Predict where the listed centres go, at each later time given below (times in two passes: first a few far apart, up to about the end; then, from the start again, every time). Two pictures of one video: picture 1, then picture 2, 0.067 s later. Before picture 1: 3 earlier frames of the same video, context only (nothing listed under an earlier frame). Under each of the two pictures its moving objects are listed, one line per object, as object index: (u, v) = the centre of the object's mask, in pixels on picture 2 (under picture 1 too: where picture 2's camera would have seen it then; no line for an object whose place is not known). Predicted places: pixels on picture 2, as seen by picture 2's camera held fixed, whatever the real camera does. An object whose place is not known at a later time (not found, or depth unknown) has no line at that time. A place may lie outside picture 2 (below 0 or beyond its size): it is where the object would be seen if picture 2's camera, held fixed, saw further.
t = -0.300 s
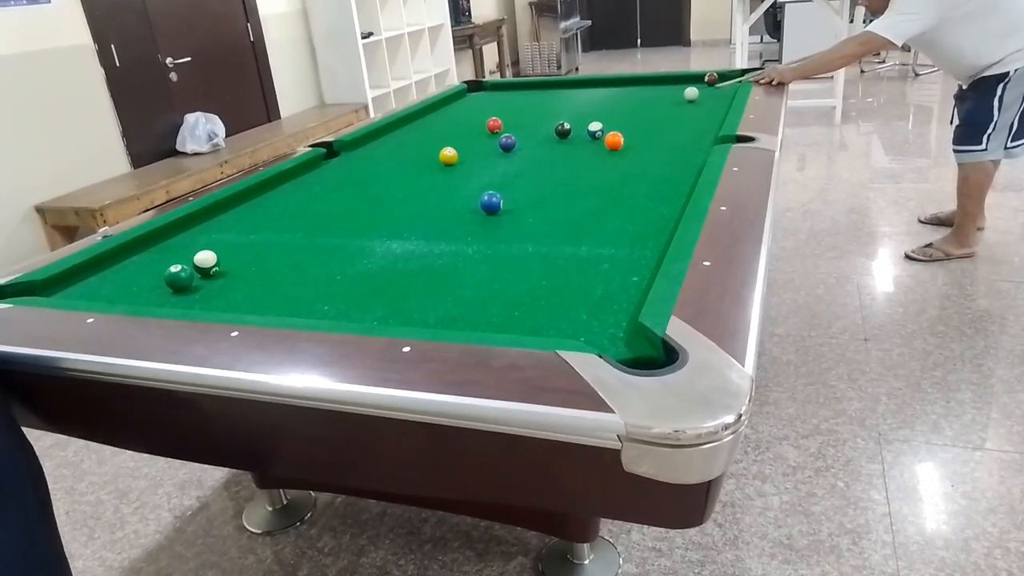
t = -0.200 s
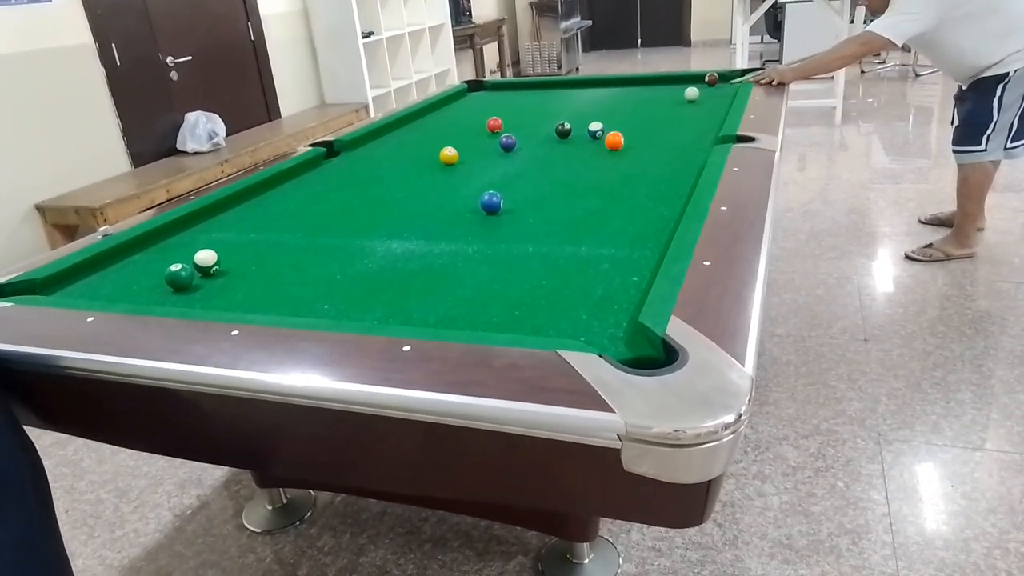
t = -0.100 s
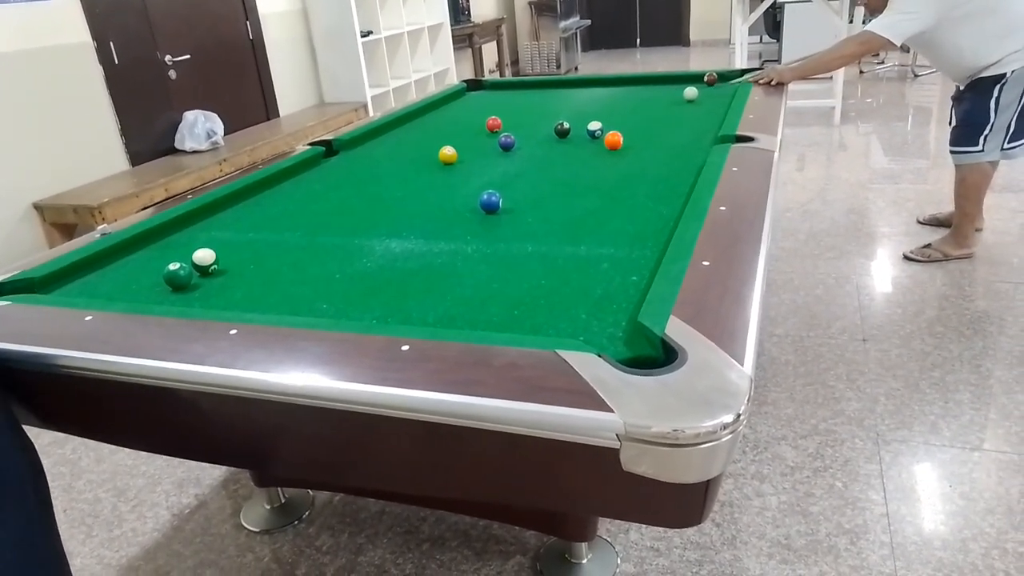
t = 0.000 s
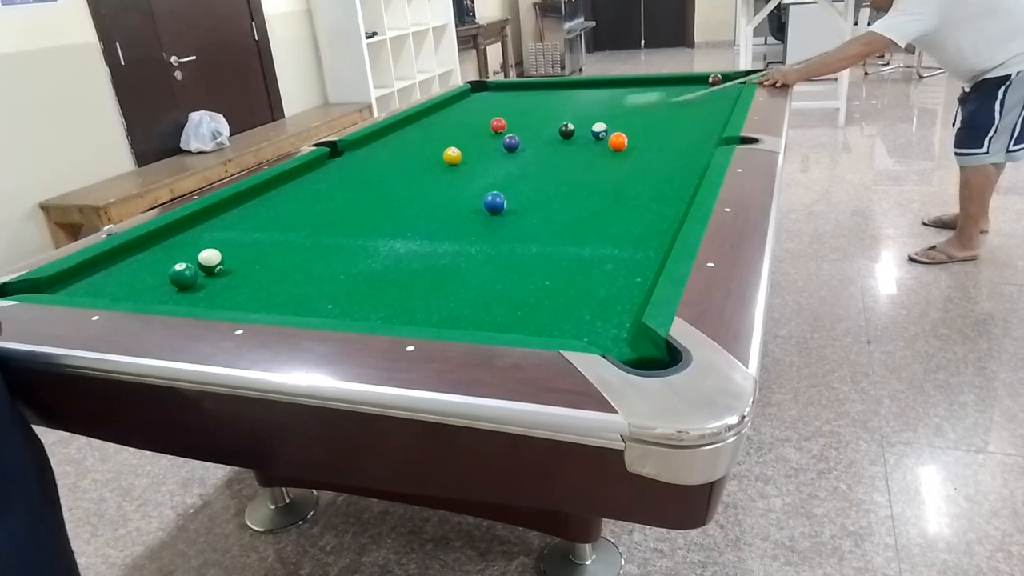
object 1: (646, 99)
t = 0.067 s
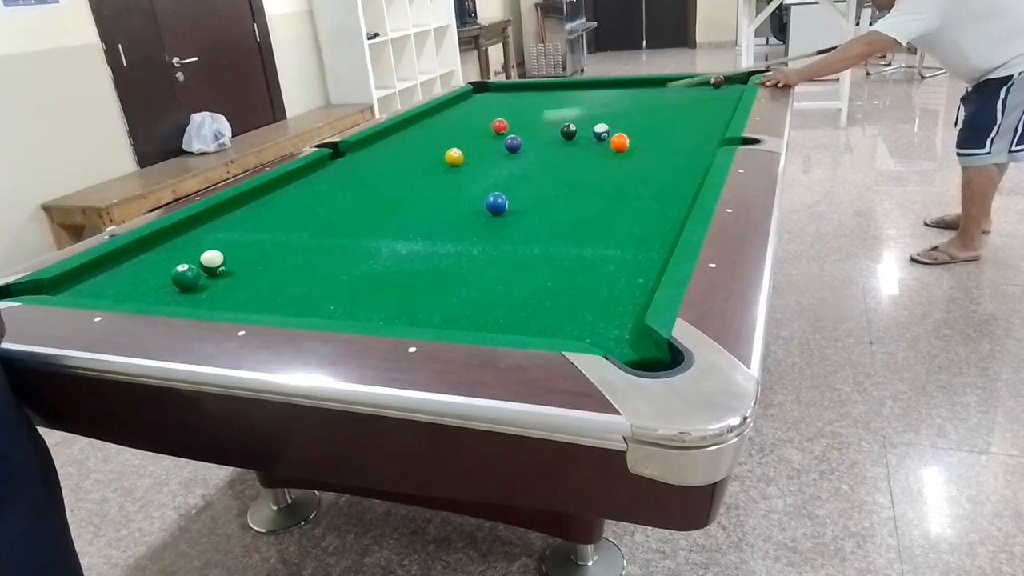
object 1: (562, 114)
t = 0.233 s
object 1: (492, 122)
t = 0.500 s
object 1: (447, 122)
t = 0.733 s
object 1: (412, 122)
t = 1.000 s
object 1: (425, 120)
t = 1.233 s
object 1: (445, 119)
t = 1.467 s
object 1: (464, 118)
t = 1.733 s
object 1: (485, 117)
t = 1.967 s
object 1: (501, 117)
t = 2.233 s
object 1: (518, 116)
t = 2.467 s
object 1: (532, 115)
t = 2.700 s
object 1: (545, 115)
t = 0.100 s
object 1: (525, 119)
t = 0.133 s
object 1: (509, 119)
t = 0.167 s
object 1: (503, 119)
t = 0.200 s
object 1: (498, 121)
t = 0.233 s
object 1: (492, 122)
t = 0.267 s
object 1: (486, 122)
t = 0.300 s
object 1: (480, 122)
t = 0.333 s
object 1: (474, 122)
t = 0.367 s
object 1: (469, 122)
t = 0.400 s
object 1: (464, 122)
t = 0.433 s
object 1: (458, 122)
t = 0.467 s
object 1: (453, 122)
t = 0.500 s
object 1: (447, 122)
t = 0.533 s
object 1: (442, 122)
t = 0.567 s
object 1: (437, 122)
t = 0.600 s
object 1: (432, 122)
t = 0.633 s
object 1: (427, 122)
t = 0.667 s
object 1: (422, 122)
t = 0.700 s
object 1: (416, 122)
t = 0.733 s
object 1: (412, 122)
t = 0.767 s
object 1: (407, 122)
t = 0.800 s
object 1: (407, 121)
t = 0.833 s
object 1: (410, 121)
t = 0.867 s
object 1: (413, 121)
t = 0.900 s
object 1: (417, 121)
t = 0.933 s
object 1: (420, 121)
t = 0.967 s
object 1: (423, 120)
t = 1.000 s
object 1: (425, 120)
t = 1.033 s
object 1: (428, 120)
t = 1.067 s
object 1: (432, 120)
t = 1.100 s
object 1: (435, 120)
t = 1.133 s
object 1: (437, 120)
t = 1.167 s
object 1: (439, 119)
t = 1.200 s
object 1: (443, 119)
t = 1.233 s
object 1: (445, 119)
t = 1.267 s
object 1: (448, 119)
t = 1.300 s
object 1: (451, 119)
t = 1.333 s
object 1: (454, 119)
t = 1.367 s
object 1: (456, 119)
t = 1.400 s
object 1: (459, 119)
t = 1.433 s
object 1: (462, 118)
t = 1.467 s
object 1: (464, 118)
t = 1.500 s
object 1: (467, 118)
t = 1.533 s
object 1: (470, 118)
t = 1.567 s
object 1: (472, 118)
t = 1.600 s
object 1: (475, 118)
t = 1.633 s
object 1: (478, 118)
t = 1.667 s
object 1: (480, 117)
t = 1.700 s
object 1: (482, 117)
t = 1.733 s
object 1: (485, 117)
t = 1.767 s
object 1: (487, 117)
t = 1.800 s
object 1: (489, 117)
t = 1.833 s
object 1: (492, 117)
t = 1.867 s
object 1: (494, 117)
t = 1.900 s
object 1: (497, 117)
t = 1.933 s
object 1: (499, 117)
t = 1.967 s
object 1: (501, 117)
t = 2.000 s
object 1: (503, 116)
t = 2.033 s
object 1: (505, 116)
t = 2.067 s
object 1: (508, 116)
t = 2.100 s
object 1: (510, 116)
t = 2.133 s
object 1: (512, 116)
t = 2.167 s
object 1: (514, 116)
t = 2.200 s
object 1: (516, 116)
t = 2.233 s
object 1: (518, 116)
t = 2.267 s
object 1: (520, 116)
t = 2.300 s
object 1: (522, 116)
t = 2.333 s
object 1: (524, 115)
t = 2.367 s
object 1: (526, 115)
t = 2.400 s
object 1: (529, 115)
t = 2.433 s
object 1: (531, 115)
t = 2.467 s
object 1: (532, 115)
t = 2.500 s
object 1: (534, 115)
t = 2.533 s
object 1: (536, 115)
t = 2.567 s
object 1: (538, 115)
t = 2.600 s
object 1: (540, 115)
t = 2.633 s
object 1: (542, 115)
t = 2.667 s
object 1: (543, 115)
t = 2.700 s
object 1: (545, 115)
